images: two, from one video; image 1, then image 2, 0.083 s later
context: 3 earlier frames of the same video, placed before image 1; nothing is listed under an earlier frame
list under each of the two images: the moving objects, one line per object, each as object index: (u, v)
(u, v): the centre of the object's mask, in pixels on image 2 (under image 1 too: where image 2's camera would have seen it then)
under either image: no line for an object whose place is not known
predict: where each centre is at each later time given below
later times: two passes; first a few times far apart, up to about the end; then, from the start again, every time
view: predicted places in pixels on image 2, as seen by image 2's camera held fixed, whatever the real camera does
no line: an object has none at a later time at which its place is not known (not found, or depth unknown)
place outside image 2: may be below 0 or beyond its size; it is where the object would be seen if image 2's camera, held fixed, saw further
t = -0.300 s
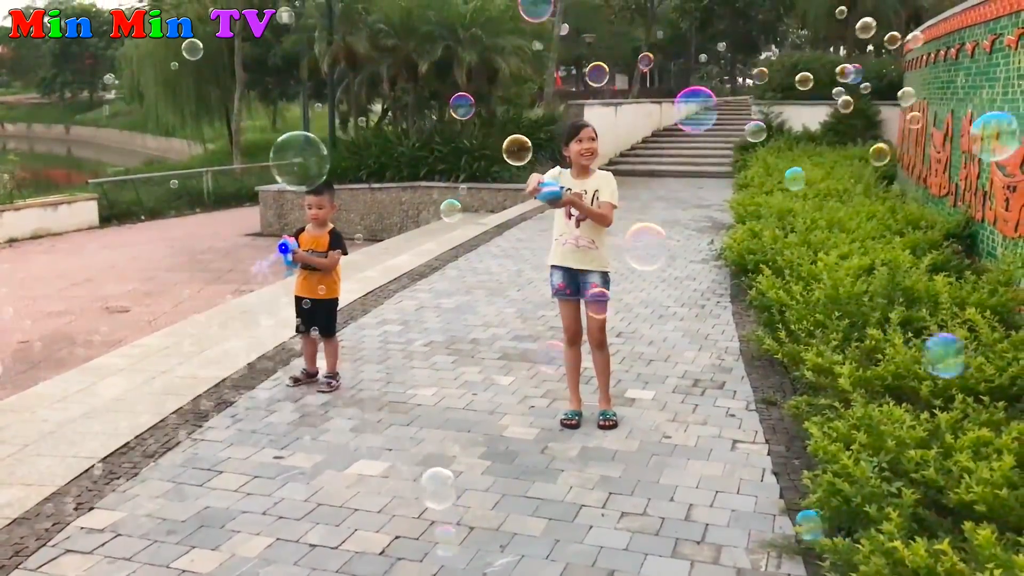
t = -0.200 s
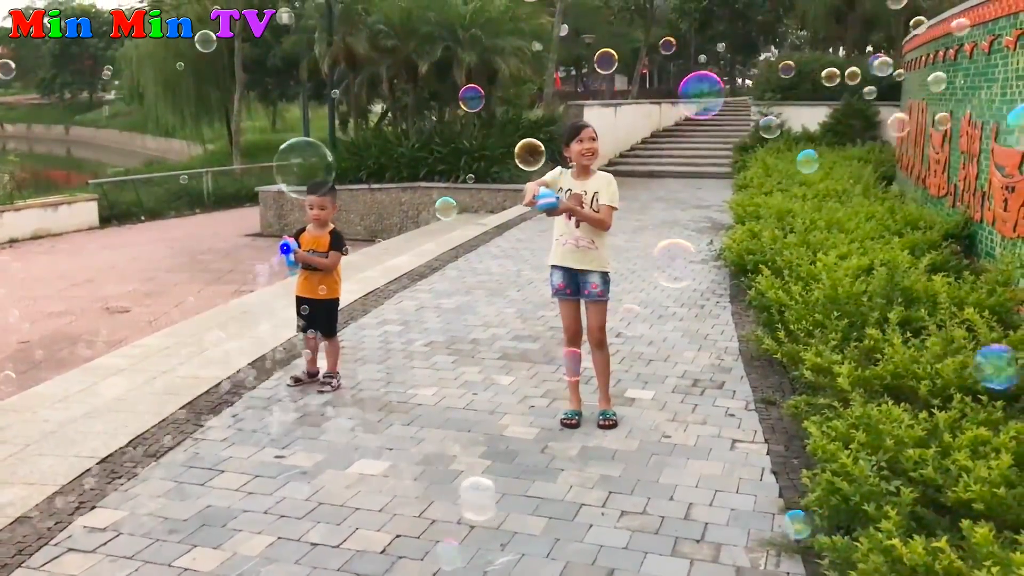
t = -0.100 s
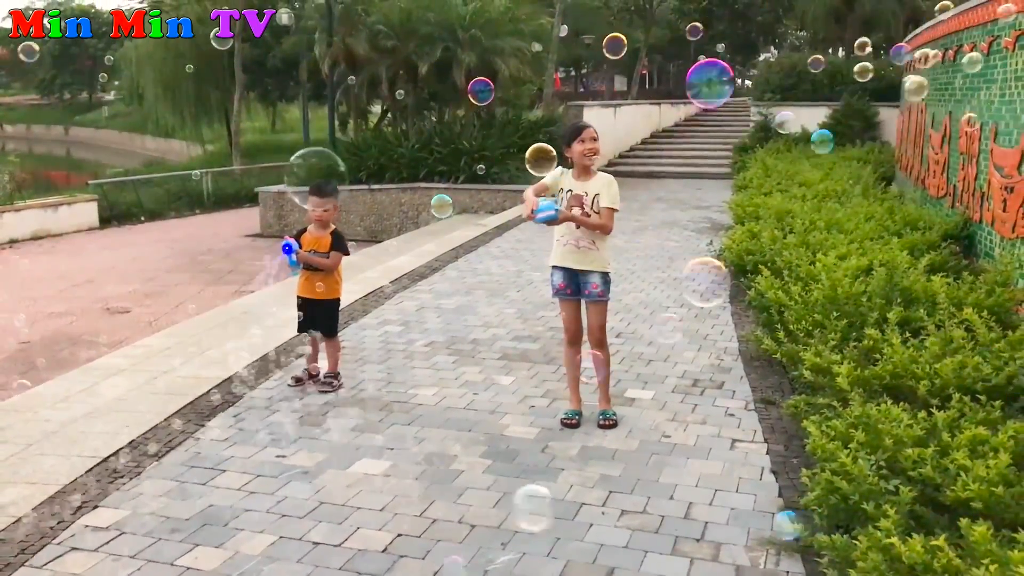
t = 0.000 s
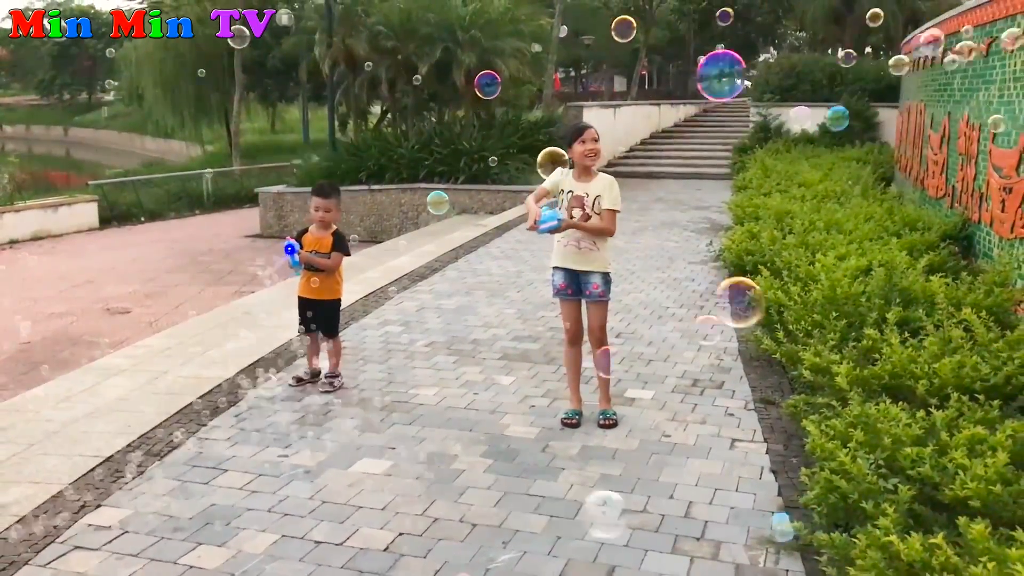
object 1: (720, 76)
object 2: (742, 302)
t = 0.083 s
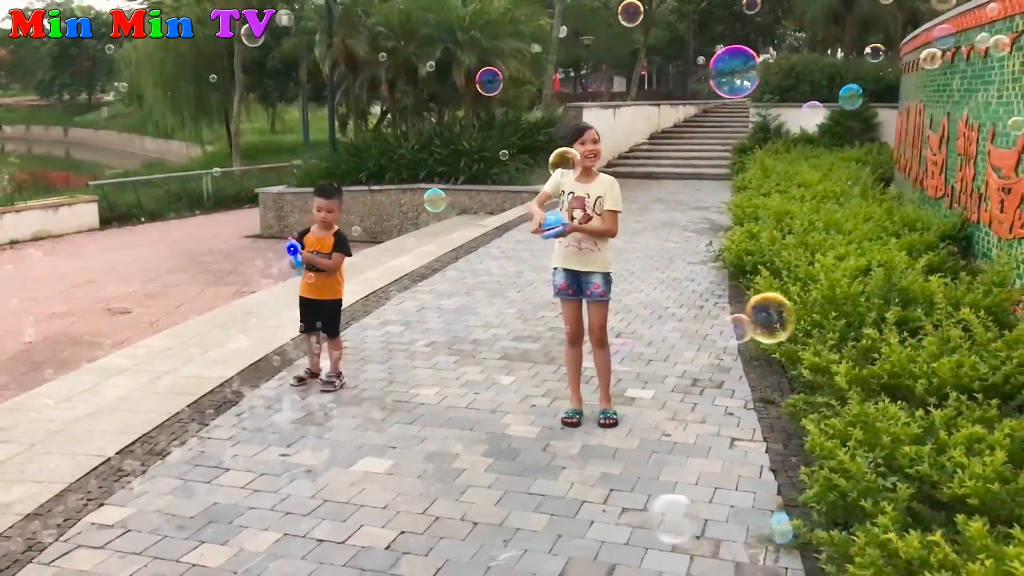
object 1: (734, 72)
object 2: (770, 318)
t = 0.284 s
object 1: (787, 69)
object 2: (840, 354)
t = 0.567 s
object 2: (913, 390)
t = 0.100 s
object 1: (737, 71)
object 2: (777, 321)
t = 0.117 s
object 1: (741, 71)
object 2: (783, 324)
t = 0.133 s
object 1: (745, 70)
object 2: (789, 327)
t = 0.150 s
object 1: (749, 70)
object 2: (795, 330)
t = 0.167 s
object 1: (753, 70)
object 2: (801, 333)
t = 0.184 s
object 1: (757, 70)
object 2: (806, 336)
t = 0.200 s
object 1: (761, 69)
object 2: (811, 339)
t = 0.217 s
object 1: (766, 69)
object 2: (817, 342)
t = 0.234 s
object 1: (772, 69)
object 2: (823, 346)
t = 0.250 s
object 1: (776, 69)
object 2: (828, 348)
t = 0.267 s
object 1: (781, 69)
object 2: (834, 351)
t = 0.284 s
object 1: (787, 69)
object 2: (840, 354)
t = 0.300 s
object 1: (793, 69)
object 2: (845, 356)
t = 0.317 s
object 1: (800, 69)
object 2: (849, 359)
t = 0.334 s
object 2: (855, 362)
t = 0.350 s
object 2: (859, 364)
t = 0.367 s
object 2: (864, 367)
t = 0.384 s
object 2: (867, 369)
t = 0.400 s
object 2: (872, 371)
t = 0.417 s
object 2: (877, 373)
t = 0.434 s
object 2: (881, 375)
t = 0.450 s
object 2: (885, 377)
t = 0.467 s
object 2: (889, 379)
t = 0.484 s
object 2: (893, 381)
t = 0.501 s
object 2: (897, 383)
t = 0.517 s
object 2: (901, 384)
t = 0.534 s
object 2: (905, 386)
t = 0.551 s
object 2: (909, 388)
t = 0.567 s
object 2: (913, 390)
